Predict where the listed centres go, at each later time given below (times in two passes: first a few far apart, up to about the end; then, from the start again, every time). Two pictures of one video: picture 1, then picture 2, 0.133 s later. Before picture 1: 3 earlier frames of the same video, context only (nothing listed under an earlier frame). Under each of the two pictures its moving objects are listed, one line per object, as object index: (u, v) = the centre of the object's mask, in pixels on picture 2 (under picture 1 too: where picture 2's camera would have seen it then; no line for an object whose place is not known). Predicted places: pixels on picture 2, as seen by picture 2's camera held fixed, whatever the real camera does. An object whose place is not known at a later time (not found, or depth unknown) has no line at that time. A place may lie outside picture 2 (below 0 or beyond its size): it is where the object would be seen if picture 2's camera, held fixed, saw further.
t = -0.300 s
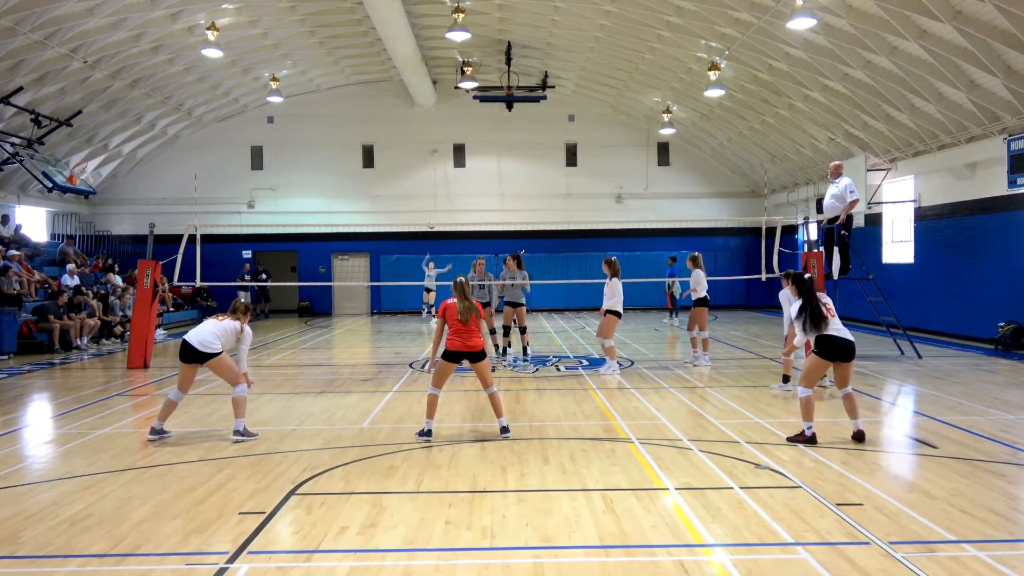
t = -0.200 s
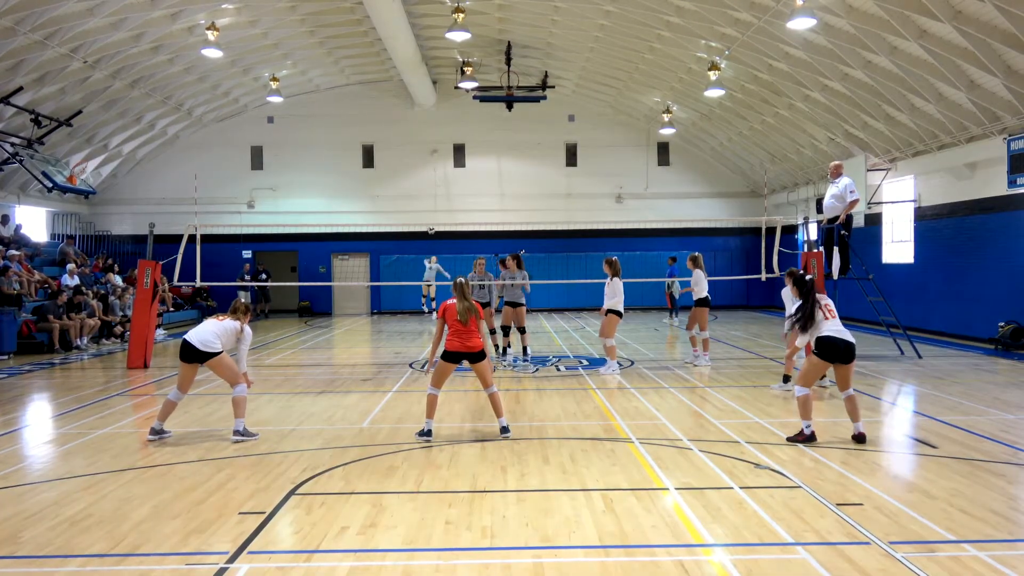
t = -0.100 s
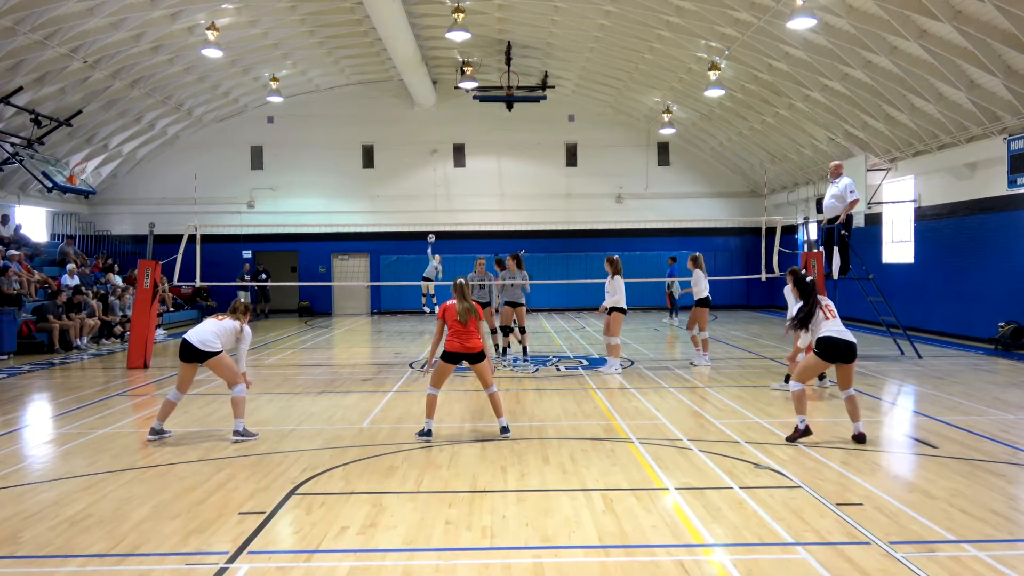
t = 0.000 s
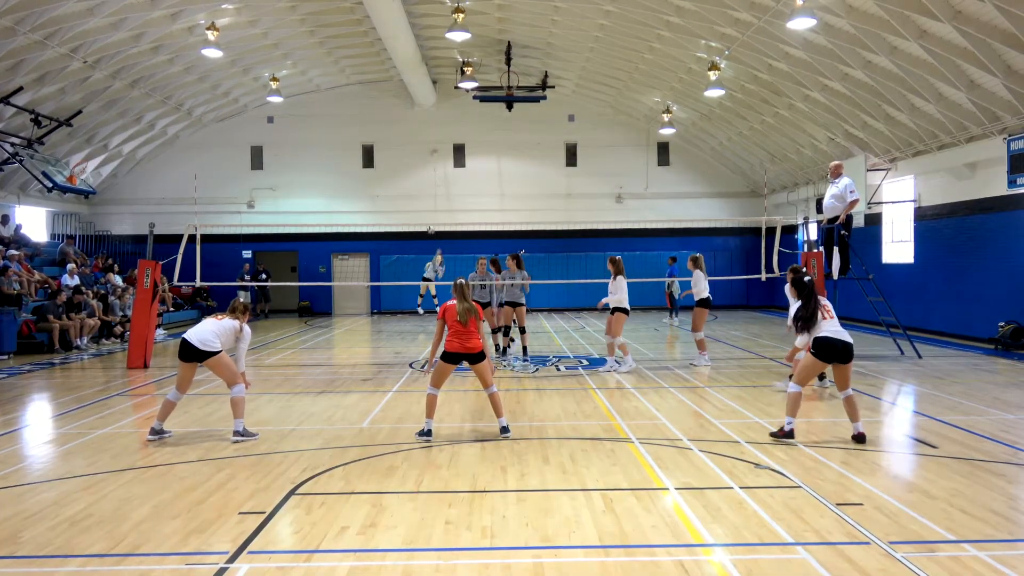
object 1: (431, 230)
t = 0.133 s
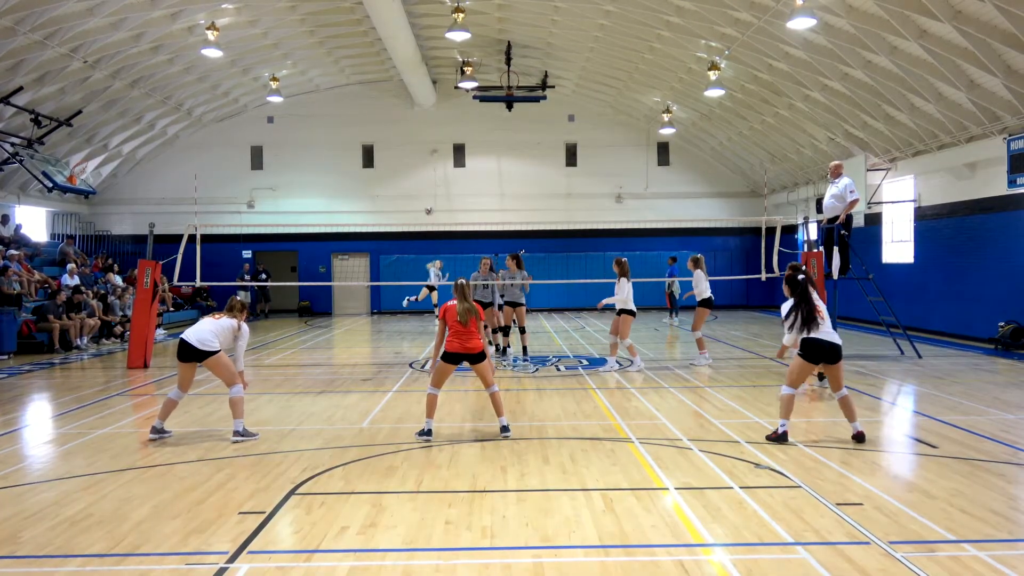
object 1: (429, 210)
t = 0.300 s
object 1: (425, 193)
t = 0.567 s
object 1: (424, 185)
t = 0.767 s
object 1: (426, 219)
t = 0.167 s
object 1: (428, 207)
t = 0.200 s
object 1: (427, 202)
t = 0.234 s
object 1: (426, 199)
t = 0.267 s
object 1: (426, 196)
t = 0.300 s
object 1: (425, 193)
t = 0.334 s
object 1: (424, 189)
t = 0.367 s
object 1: (424, 187)
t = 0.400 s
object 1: (423, 185)
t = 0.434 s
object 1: (423, 184)
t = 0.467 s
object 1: (423, 183)
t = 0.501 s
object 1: (424, 183)
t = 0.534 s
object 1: (424, 184)
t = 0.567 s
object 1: (424, 185)
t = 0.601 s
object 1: (425, 188)
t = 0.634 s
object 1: (425, 191)
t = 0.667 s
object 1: (425, 197)
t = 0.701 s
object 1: (426, 202)
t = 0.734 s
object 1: (426, 211)
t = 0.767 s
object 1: (426, 219)
